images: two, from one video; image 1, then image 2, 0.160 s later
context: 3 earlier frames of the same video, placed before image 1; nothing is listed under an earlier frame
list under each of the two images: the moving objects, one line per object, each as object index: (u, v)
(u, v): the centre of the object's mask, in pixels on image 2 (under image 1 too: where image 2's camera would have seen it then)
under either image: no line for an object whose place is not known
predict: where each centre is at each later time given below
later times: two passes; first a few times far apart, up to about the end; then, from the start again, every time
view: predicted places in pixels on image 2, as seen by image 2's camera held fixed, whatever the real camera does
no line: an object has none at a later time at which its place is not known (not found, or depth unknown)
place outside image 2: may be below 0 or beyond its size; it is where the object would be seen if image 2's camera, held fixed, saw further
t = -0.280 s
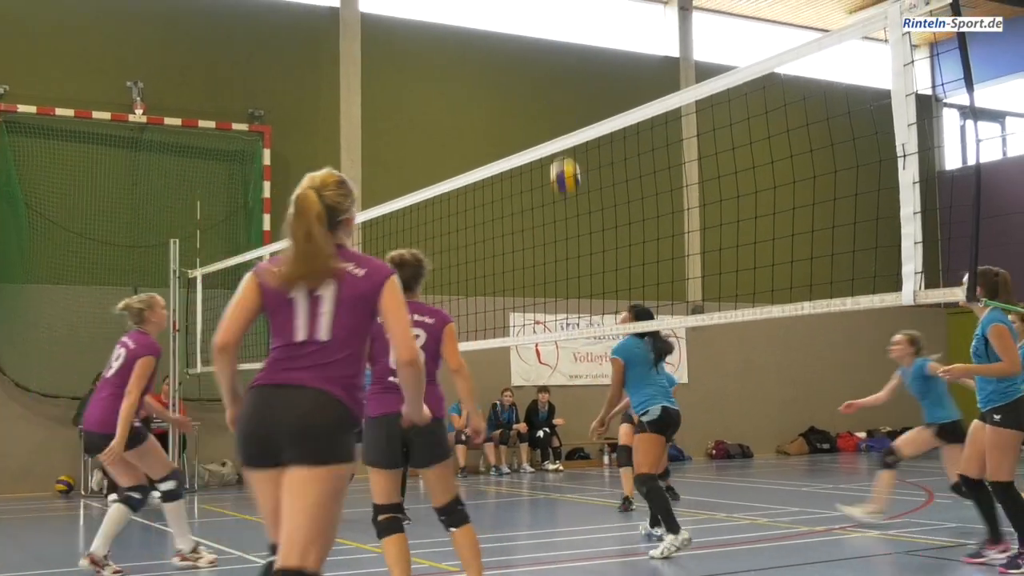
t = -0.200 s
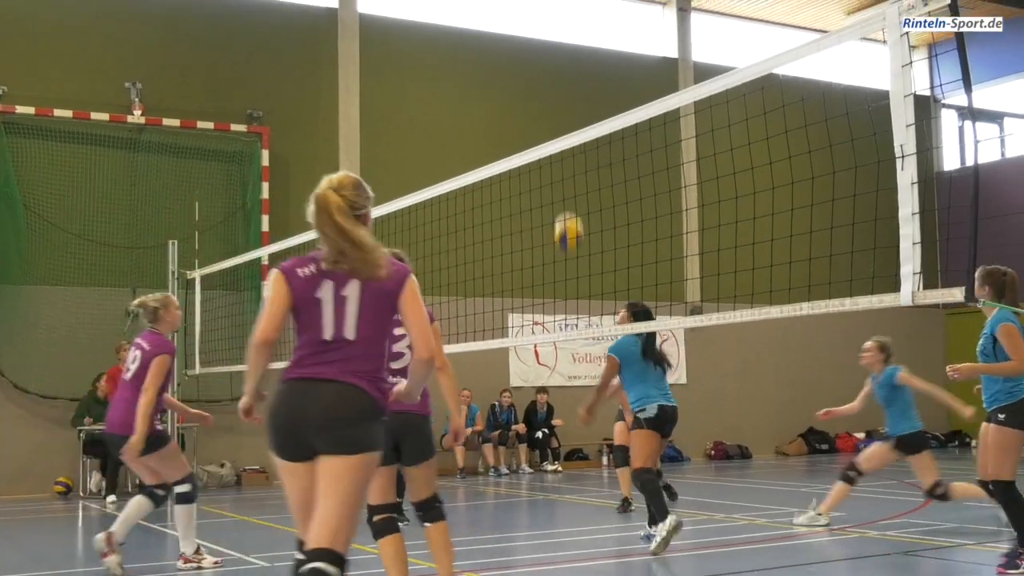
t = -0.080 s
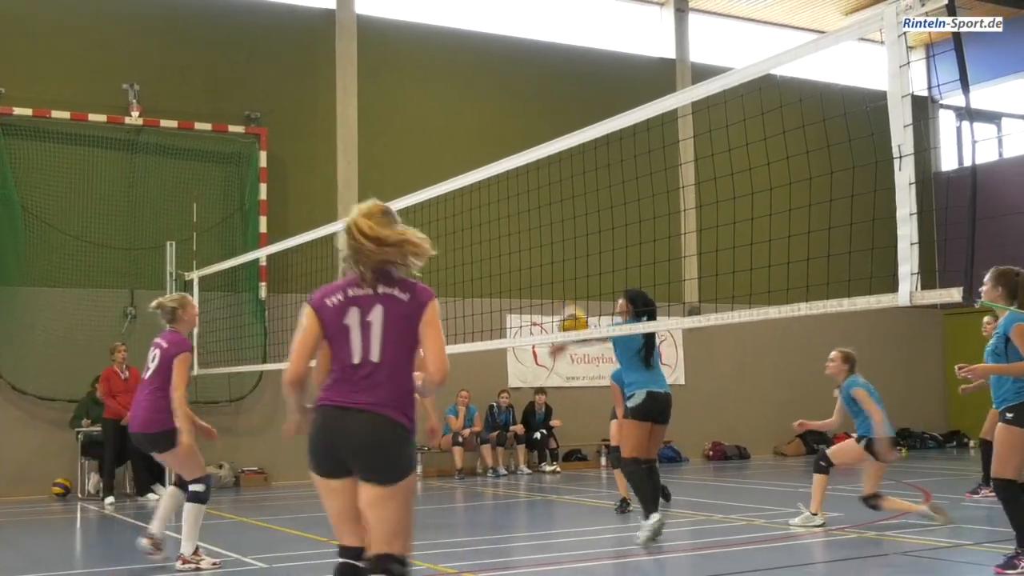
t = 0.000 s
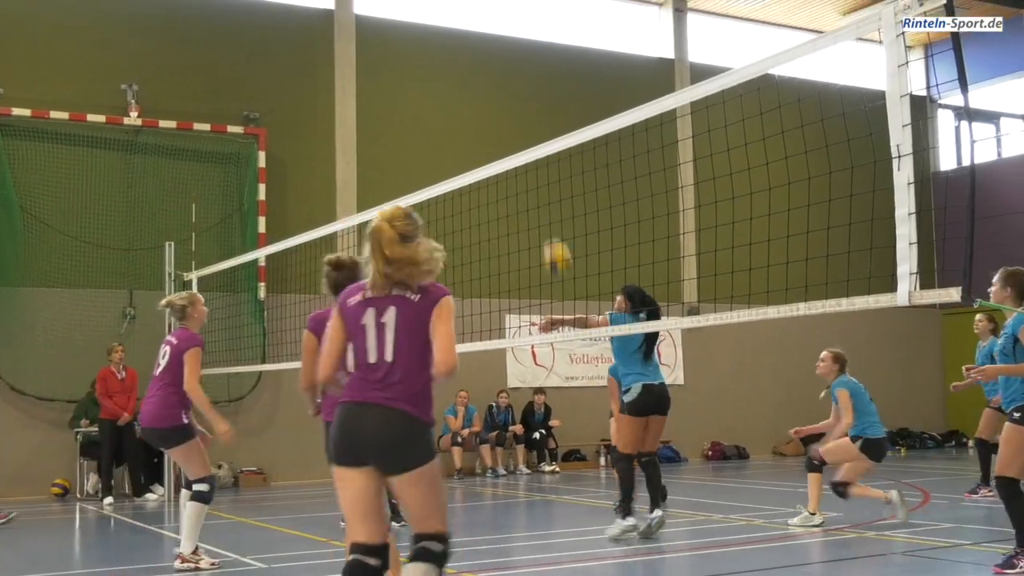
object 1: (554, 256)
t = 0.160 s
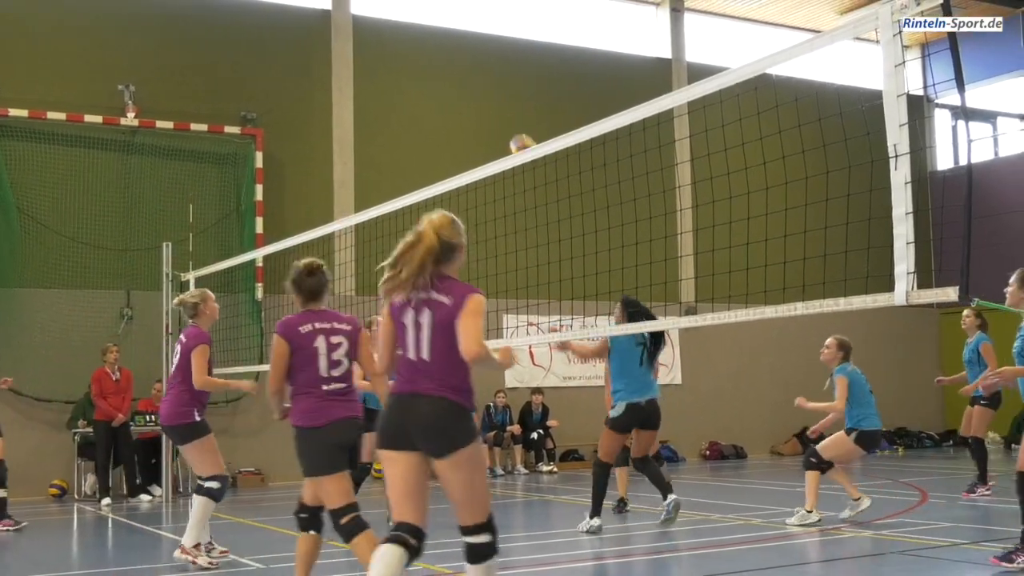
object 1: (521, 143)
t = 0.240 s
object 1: (510, 114)
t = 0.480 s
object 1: (475, 55)
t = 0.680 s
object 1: (450, 59)
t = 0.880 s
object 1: (428, 105)
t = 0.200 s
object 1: (516, 129)
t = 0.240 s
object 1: (510, 114)
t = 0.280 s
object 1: (504, 99)
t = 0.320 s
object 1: (497, 86)
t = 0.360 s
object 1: (492, 75)
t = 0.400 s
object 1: (486, 66)
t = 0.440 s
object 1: (480, 60)
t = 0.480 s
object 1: (475, 55)
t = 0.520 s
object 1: (470, 53)
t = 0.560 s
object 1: (465, 52)
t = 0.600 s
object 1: (460, 52)
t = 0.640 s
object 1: (455, 55)
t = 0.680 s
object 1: (450, 59)
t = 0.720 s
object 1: (445, 65)
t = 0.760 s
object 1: (441, 73)
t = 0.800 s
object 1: (436, 82)
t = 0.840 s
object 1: (432, 92)
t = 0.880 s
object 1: (428, 105)
